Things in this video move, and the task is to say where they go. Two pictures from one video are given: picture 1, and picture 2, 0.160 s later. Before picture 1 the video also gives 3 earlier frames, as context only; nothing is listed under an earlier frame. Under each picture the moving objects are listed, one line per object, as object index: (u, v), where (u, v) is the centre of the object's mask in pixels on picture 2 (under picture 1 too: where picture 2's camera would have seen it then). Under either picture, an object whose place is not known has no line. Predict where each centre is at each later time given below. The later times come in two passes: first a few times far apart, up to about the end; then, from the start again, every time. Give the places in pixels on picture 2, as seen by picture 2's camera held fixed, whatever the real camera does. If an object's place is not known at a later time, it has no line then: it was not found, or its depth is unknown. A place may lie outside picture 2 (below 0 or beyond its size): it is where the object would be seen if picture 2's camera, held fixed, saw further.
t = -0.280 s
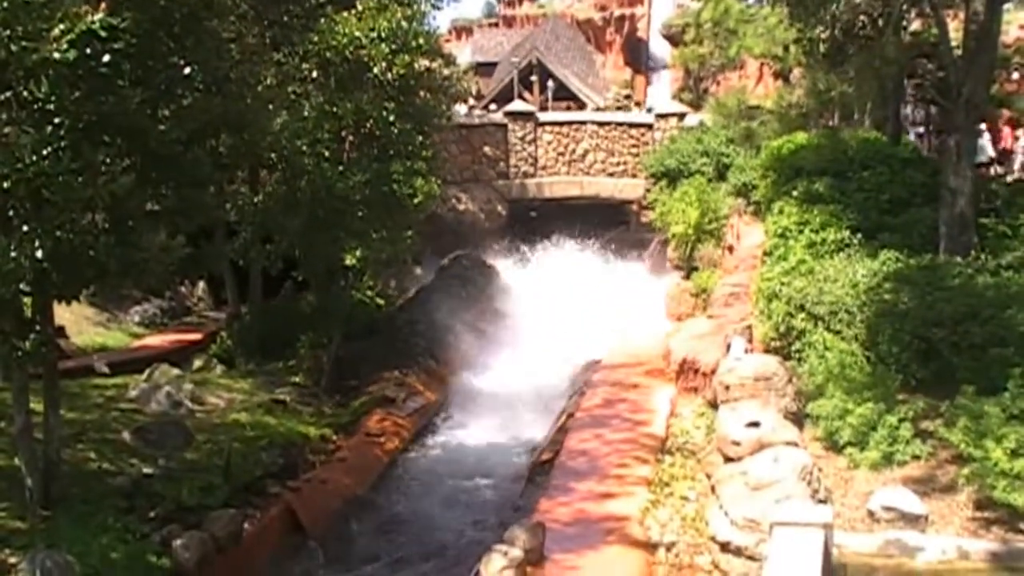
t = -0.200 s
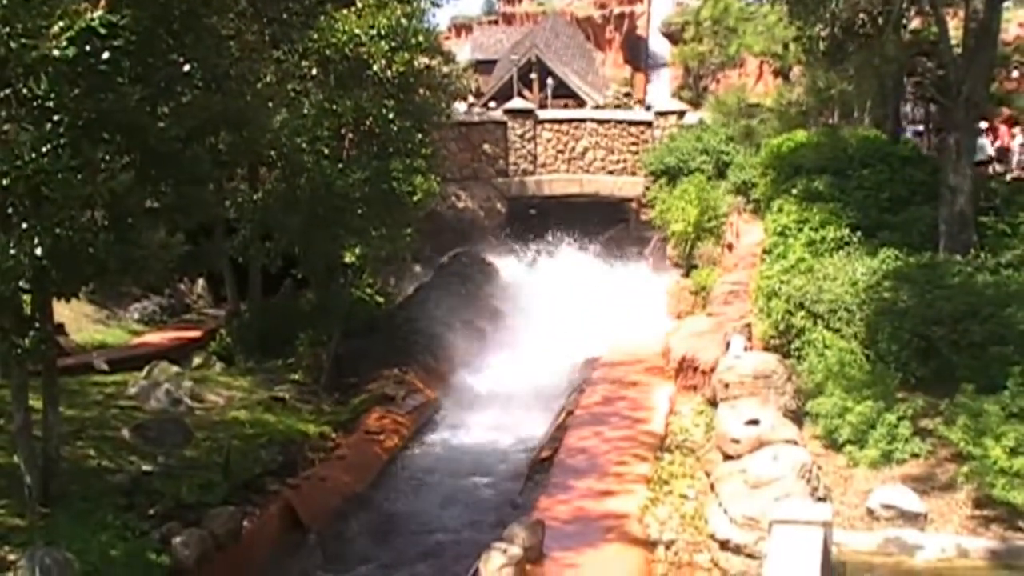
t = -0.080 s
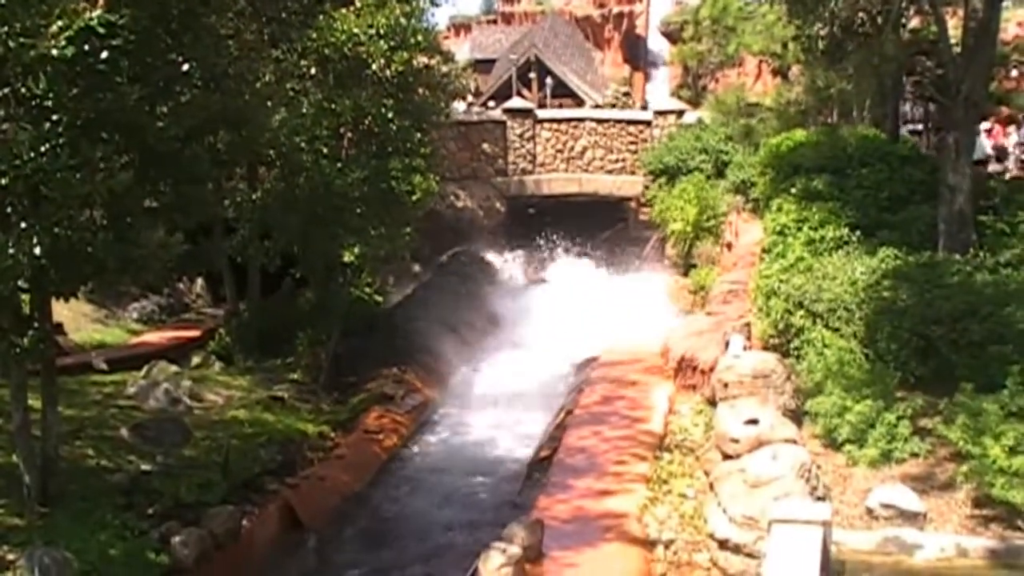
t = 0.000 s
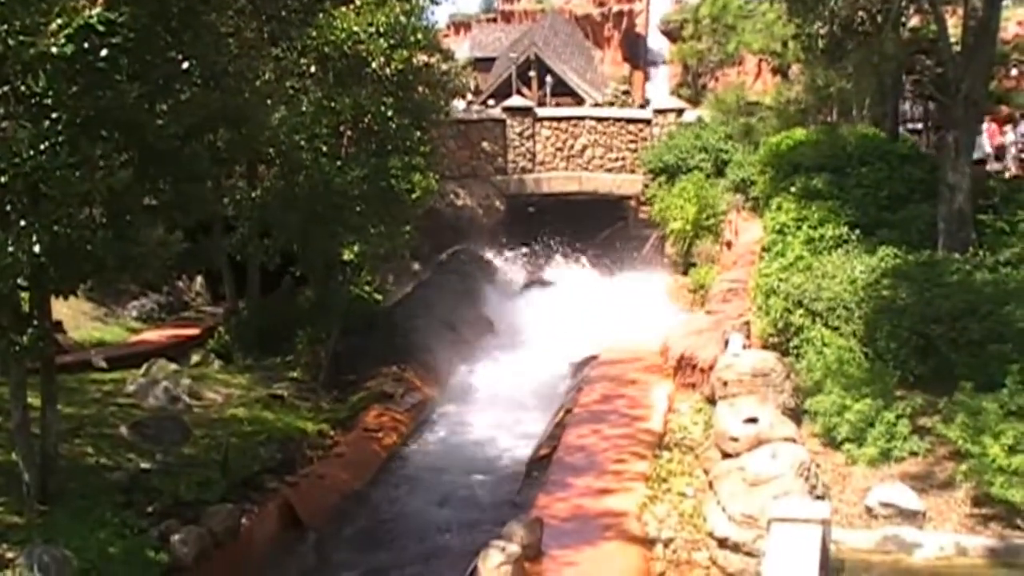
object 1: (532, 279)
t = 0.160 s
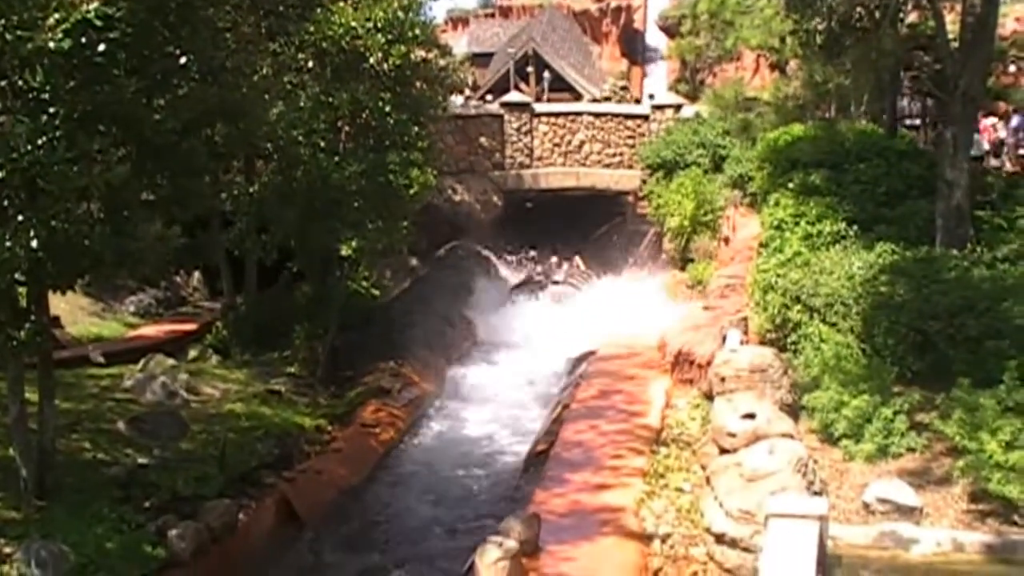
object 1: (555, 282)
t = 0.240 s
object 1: (552, 288)
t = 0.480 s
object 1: (544, 301)
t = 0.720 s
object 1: (537, 309)
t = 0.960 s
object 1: (526, 323)
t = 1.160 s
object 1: (515, 342)
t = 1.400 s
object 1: (502, 364)
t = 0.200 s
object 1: (553, 285)
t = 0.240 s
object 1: (552, 288)
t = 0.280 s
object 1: (550, 292)
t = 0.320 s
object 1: (548, 294)
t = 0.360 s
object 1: (547, 296)
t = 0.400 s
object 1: (546, 298)
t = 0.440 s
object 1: (545, 298)
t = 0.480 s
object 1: (544, 301)
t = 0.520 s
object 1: (542, 302)
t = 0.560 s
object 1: (541, 303)
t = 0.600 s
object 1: (539, 306)
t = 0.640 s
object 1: (539, 306)
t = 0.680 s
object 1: (539, 309)
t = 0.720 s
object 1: (537, 309)
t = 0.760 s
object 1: (536, 314)
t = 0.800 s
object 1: (534, 318)
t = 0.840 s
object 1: (530, 320)
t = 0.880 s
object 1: (531, 322)
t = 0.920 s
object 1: (528, 325)
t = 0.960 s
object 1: (526, 323)
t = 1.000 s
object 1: (524, 331)
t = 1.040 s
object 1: (521, 330)
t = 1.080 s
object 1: (517, 333)
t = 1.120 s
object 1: (517, 340)
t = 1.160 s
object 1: (515, 342)
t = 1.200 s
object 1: (512, 346)
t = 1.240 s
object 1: (507, 353)
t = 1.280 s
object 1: (505, 351)
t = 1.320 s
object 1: (505, 357)
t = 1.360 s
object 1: (503, 362)
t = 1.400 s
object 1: (502, 364)
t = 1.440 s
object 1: (500, 366)
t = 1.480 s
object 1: (498, 370)
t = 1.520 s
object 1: (496, 374)
